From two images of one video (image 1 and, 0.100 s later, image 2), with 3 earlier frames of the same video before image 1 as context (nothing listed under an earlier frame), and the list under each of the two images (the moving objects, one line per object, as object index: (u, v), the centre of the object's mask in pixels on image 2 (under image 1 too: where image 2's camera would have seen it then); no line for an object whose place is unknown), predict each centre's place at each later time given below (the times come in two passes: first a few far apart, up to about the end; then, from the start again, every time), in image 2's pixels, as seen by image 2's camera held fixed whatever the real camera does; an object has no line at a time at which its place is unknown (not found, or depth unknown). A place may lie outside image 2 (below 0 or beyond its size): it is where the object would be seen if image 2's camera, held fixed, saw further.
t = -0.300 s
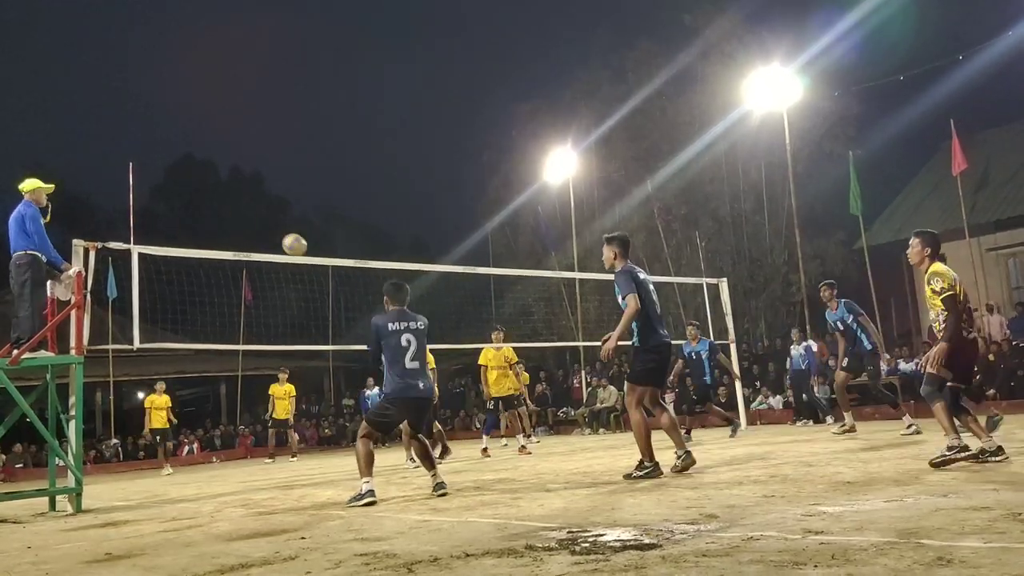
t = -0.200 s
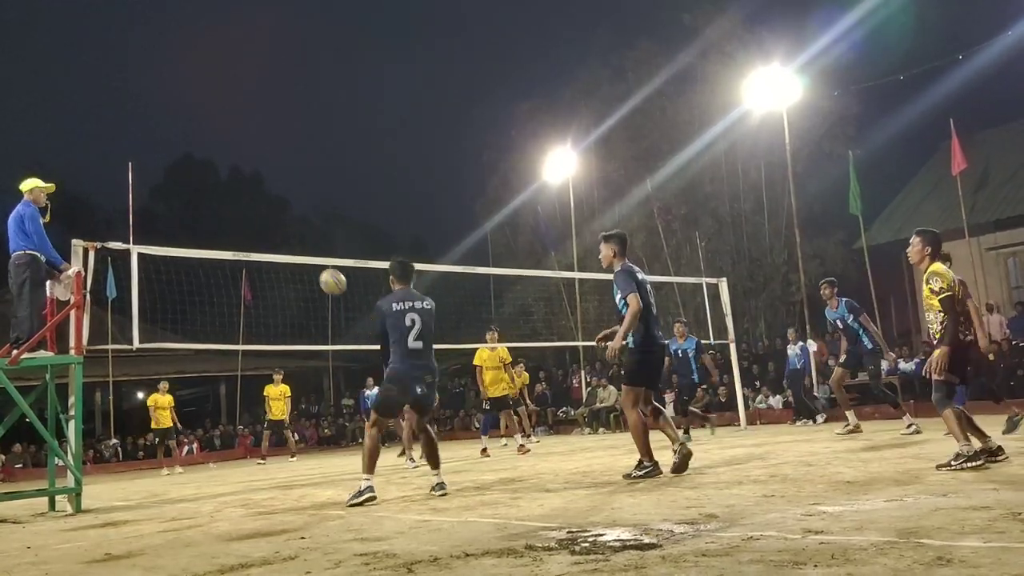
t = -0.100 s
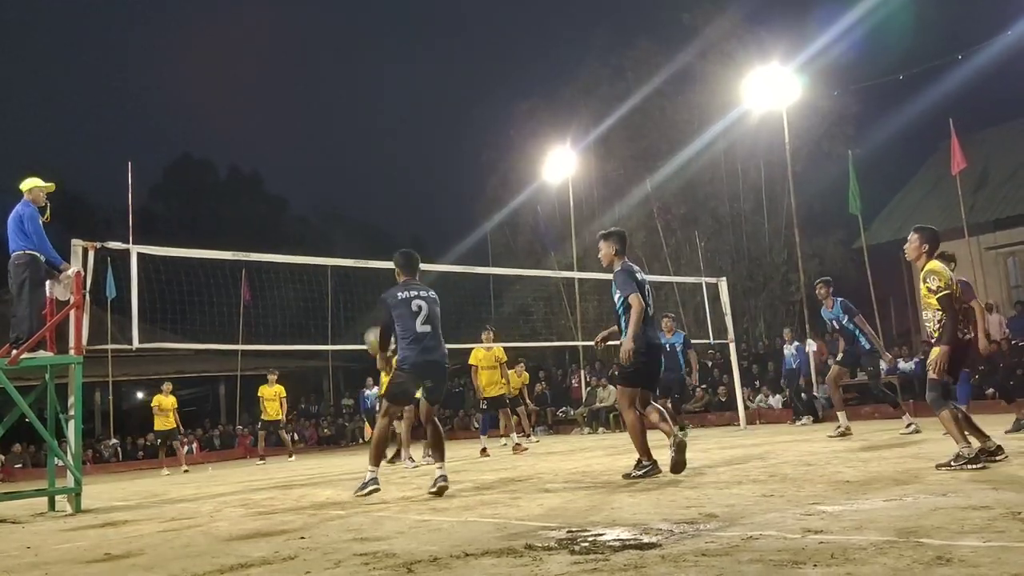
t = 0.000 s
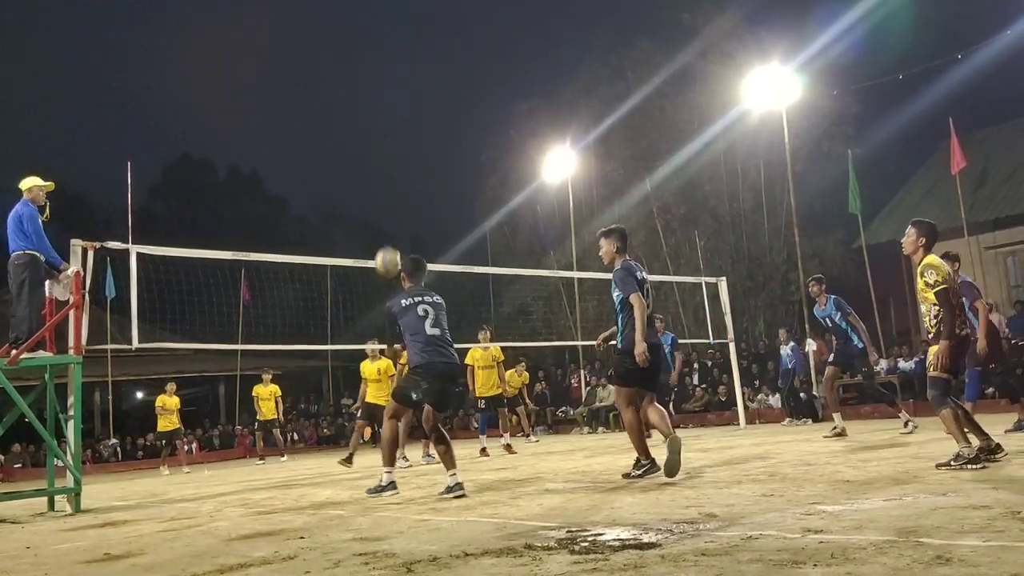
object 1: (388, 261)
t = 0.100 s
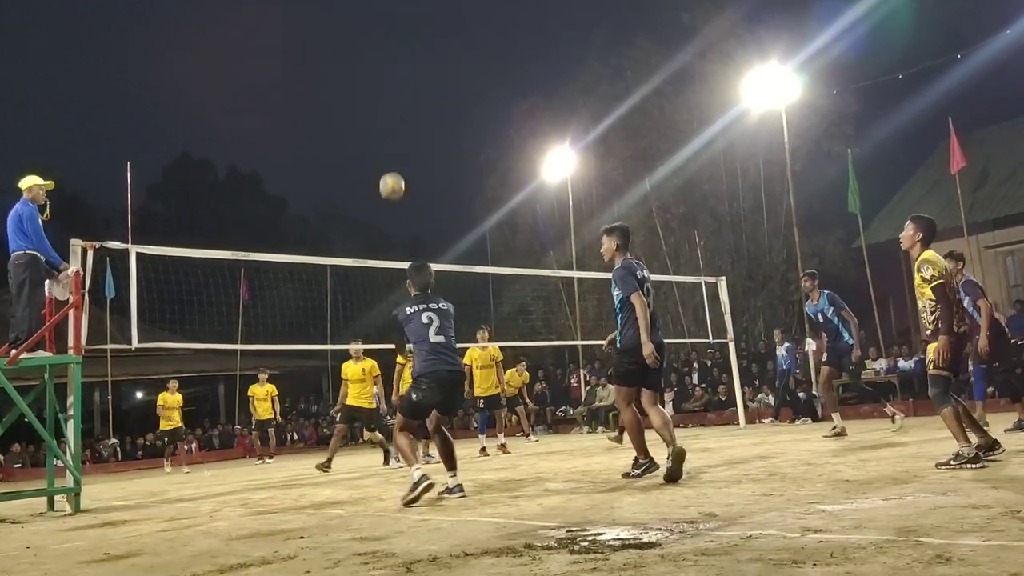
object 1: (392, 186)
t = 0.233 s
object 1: (399, 113)
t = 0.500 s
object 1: (416, 37)
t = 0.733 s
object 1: (432, 30)
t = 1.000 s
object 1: (452, 74)
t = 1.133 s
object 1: (463, 112)
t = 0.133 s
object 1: (393, 165)
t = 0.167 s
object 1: (395, 146)
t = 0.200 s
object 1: (397, 129)
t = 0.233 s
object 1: (399, 113)
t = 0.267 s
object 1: (401, 99)
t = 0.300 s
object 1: (403, 86)
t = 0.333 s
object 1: (405, 74)
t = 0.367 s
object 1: (407, 65)
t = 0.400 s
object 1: (409, 56)
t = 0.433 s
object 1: (411, 49)
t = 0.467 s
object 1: (413, 42)
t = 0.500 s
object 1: (416, 37)
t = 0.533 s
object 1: (418, 33)
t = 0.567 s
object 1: (420, 31)
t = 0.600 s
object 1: (423, 29)
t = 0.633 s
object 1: (425, 28)
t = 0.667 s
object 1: (427, 28)
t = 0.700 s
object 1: (430, 29)
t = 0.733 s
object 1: (432, 30)
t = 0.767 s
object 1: (434, 33)
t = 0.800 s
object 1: (437, 37)
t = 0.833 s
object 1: (440, 41)
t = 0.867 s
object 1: (442, 46)
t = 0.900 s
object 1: (445, 52)
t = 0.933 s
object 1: (447, 58)
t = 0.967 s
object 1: (450, 66)
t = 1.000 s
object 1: (452, 74)
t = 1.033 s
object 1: (455, 82)
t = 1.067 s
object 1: (458, 92)
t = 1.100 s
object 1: (460, 102)
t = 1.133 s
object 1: (463, 112)
